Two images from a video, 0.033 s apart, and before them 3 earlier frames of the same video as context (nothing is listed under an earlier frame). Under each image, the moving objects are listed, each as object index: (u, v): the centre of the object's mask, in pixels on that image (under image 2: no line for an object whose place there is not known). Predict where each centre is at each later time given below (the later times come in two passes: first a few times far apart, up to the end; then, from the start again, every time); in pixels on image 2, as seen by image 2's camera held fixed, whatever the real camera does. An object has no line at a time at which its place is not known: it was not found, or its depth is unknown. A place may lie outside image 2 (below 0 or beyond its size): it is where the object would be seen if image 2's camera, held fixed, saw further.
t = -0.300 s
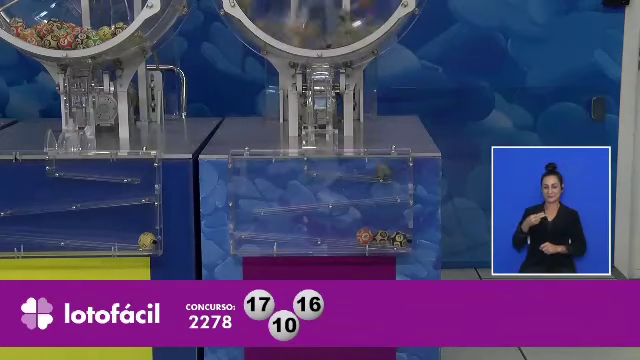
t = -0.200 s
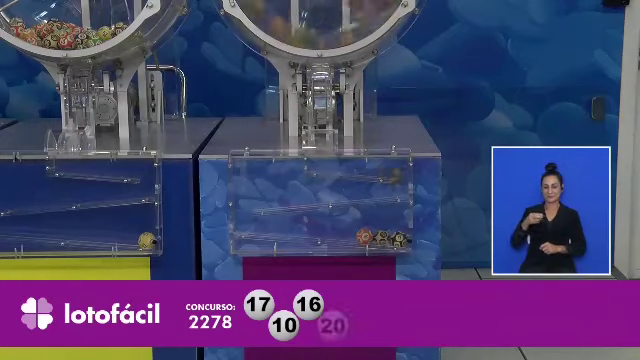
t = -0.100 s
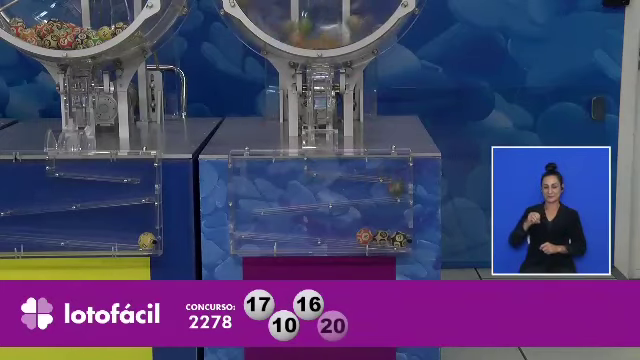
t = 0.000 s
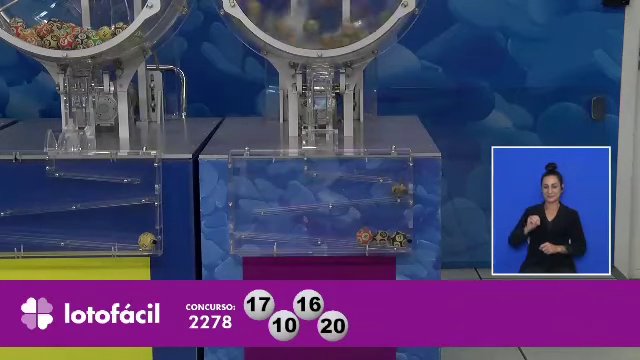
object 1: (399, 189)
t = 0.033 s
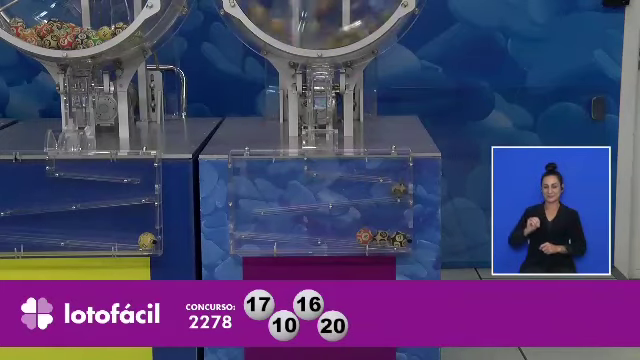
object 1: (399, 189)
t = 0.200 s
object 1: (396, 190)
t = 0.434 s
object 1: (392, 191)
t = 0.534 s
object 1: (384, 193)
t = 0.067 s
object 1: (398, 190)
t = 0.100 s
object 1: (398, 190)
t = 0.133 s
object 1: (398, 190)
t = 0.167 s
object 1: (398, 190)
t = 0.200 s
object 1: (396, 190)
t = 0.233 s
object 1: (396, 190)
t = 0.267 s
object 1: (395, 191)
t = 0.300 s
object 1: (395, 191)
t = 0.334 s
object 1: (395, 191)
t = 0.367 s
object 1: (394, 191)
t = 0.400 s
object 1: (392, 191)
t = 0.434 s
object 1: (392, 191)
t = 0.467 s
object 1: (391, 191)
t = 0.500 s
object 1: (387, 191)
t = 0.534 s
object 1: (384, 193)
